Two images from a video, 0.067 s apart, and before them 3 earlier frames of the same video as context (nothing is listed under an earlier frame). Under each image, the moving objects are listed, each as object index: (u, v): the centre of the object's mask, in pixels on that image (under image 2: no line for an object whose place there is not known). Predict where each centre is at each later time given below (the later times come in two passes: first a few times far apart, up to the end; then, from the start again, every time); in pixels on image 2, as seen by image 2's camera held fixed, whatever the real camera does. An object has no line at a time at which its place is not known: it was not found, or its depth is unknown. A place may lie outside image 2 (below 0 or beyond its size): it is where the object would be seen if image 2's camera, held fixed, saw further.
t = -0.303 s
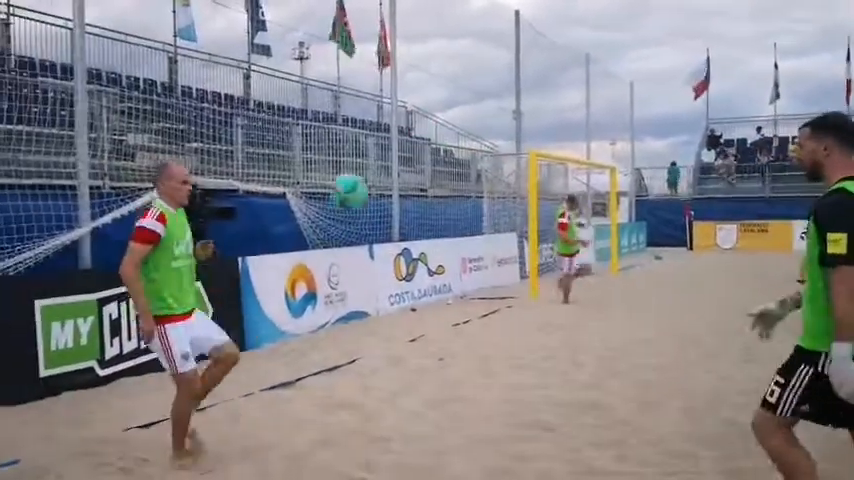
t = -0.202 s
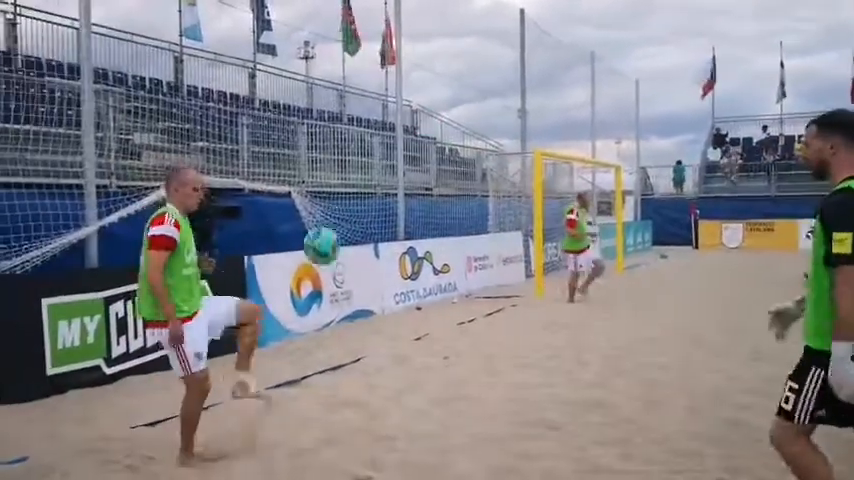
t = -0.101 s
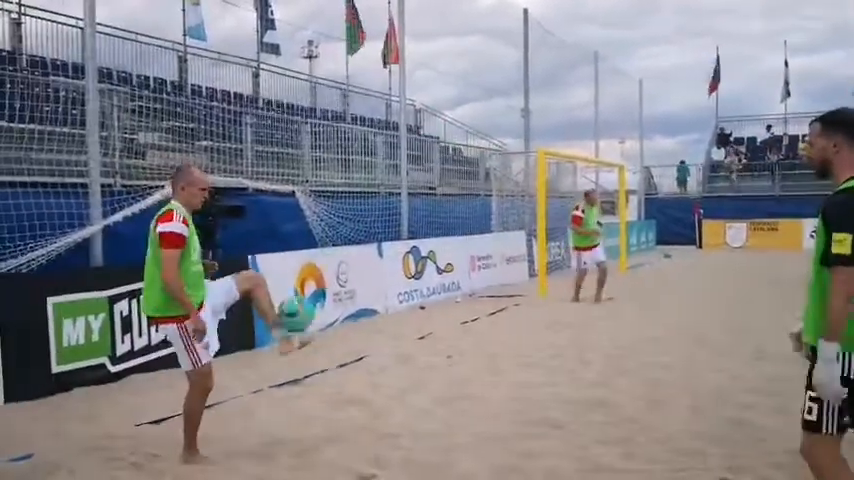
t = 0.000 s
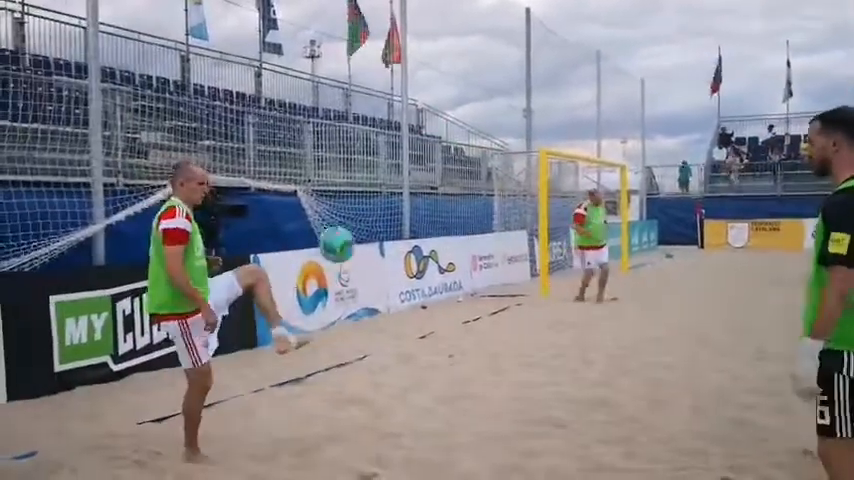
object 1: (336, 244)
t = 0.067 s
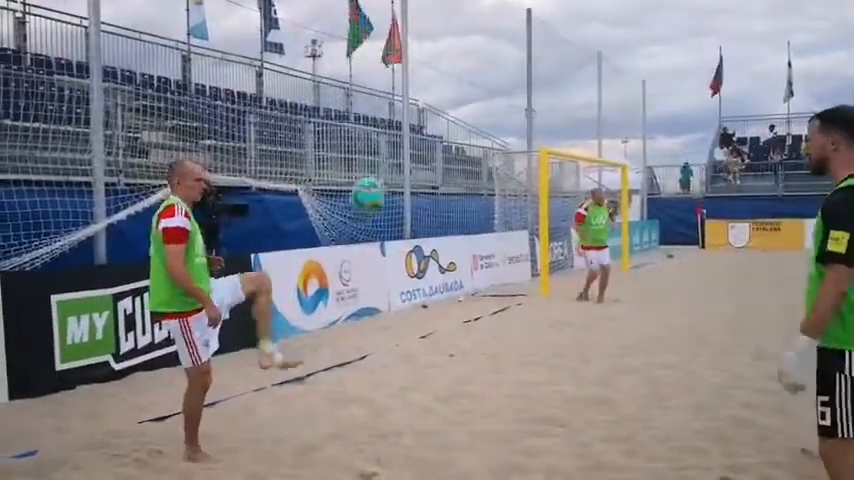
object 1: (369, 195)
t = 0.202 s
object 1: (433, 116)
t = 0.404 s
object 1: (542, 49)
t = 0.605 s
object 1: (662, 56)
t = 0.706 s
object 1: (725, 92)
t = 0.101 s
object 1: (385, 174)
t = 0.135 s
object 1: (401, 153)
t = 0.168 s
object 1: (416, 133)
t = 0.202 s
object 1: (433, 116)
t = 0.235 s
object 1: (451, 102)
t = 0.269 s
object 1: (469, 88)
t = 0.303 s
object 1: (486, 75)
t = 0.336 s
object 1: (505, 64)
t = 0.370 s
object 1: (524, 56)
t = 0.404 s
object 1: (542, 49)
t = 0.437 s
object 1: (561, 45)
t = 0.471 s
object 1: (581, 42)
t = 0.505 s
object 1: (601, 42)
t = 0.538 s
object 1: (621, 44)
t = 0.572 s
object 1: (641, 48)
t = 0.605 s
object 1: (662, 56)
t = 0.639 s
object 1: (683, 66)
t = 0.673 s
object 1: (704, 78)
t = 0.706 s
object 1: (725, 92)
